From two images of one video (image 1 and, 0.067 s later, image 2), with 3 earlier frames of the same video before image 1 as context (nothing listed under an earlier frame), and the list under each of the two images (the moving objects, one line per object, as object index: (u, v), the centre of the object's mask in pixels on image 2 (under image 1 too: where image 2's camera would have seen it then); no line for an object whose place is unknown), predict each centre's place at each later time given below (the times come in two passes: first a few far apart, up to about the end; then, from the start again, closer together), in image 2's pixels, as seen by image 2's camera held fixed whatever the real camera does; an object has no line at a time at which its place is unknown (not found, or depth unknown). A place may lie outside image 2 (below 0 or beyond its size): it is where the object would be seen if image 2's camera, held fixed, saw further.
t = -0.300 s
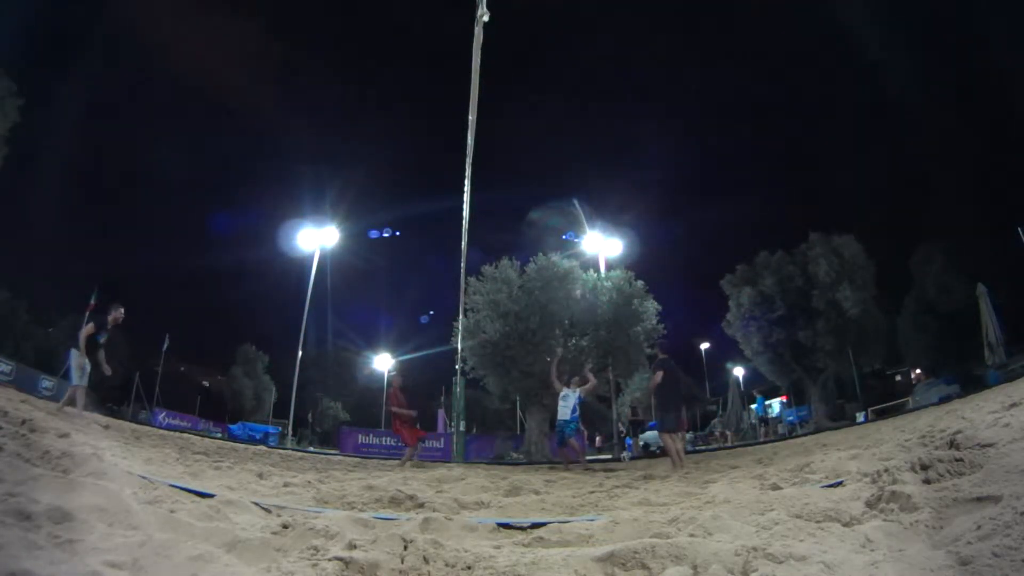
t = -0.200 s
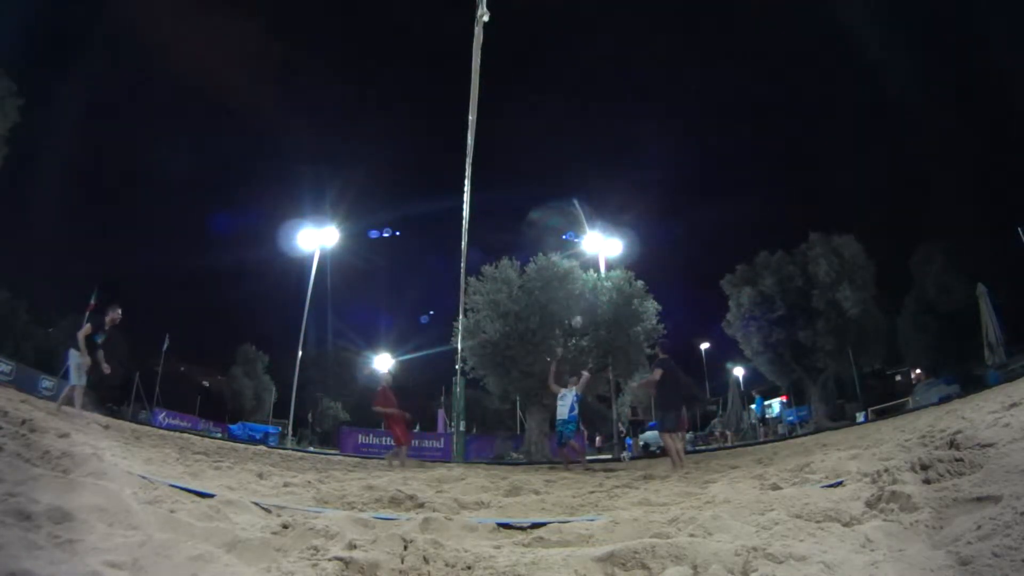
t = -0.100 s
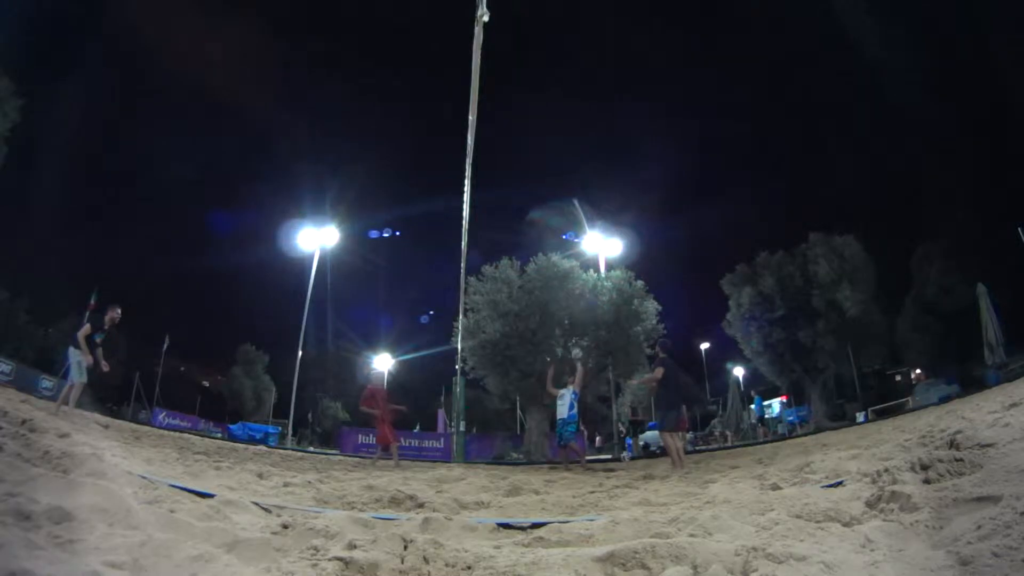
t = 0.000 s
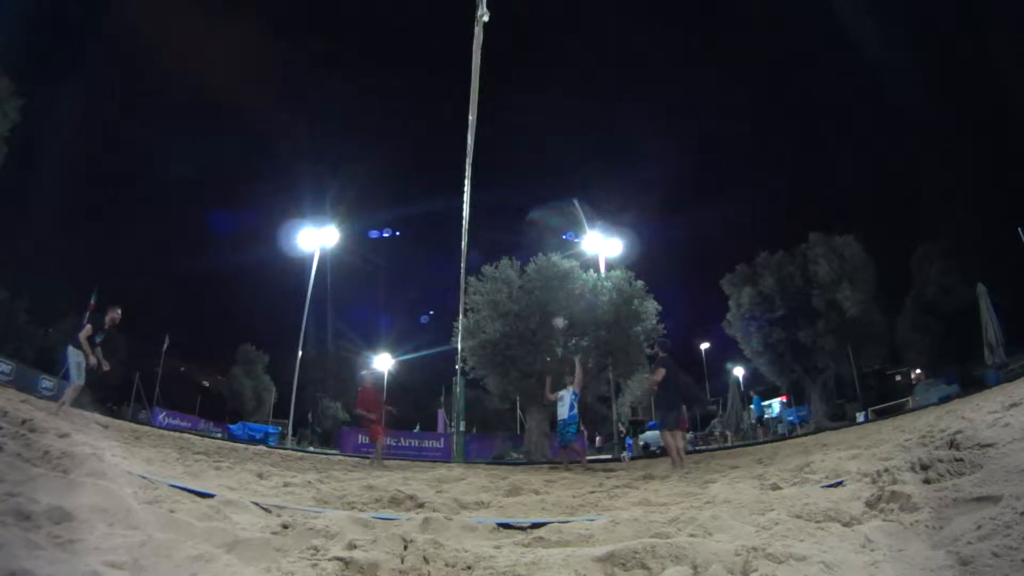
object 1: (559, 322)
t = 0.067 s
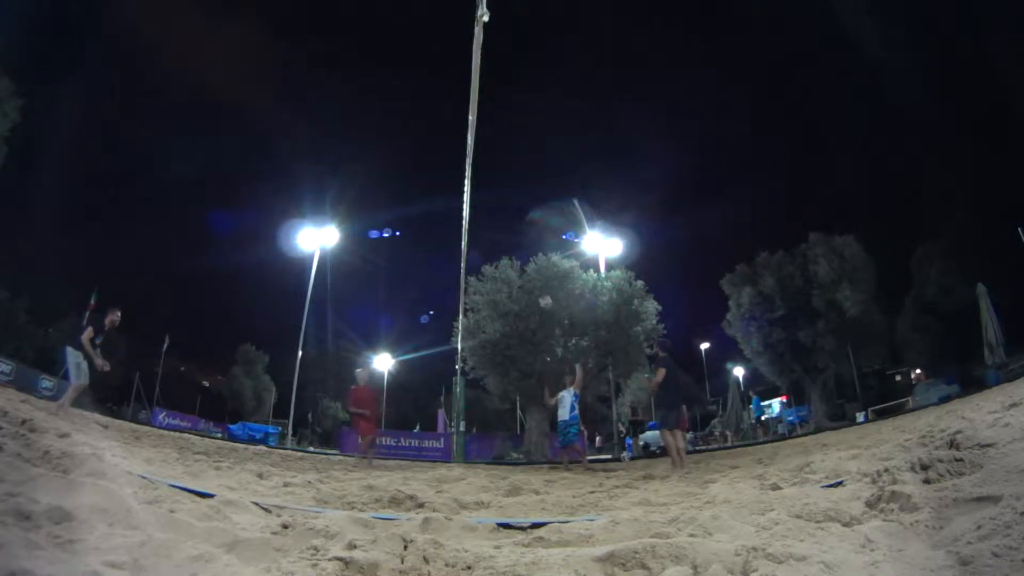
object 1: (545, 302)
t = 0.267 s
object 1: (501, 247)
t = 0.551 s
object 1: (422, 194)
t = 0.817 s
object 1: (313, 180)
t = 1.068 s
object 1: (154, 228)
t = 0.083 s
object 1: (541, 296)
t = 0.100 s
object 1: (538, 291)
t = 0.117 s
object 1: (535, 286)
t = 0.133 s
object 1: (531, 281)
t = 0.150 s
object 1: (528, 276)
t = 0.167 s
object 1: (525, 271)
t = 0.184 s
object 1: (521, 267)
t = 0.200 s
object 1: (517, 262)
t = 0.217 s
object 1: (514, 259)
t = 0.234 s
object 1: (508, 254)
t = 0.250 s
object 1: (504, 251)
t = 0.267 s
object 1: (501, 247)
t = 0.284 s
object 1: (496, 243)
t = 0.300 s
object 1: (493, 239)
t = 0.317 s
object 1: (488, 235)
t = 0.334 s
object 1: (484, 232)
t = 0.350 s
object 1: (480, 228)
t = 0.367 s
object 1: (476, 225)
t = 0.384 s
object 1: (474, 221)
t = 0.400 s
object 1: (461, 217)
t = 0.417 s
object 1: (458, 214)
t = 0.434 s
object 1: (456, 212)
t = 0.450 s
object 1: (452, 209)
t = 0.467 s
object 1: (447, 206)
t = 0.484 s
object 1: (442, 203)
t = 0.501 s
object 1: (437, 201)
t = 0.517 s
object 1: (432, 198)
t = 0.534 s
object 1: (427, 196)
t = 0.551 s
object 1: (422, 194)
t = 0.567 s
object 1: (416, 191)
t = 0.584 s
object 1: (410, 190)
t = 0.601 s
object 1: (404, 188)
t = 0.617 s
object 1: (398, 186)
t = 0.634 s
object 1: (393, 185)
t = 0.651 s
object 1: (386, 183)
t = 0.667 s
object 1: (379, 182)
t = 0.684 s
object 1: (372, 181)
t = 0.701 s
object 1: (365, 180)
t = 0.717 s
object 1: (359, 180)
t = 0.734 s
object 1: (352, 179)
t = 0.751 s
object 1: (344, 180)
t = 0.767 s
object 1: (337, 179)
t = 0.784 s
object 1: (329, 180)
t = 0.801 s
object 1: (321, 180)
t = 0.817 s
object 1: (313, 180)
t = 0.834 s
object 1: (304, 181)
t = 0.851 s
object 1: (295, 182)
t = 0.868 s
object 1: (286, 183)
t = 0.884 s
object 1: (277, 185)
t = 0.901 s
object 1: (267, 187)
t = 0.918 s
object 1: (257, 189)
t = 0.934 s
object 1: (247, 192)
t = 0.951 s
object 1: (236, 195)
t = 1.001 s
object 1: (203, 206)
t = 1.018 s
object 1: (191, 211)
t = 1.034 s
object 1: (179, 217)
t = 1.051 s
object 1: (167, 222)
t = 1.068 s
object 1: (154, 228)
